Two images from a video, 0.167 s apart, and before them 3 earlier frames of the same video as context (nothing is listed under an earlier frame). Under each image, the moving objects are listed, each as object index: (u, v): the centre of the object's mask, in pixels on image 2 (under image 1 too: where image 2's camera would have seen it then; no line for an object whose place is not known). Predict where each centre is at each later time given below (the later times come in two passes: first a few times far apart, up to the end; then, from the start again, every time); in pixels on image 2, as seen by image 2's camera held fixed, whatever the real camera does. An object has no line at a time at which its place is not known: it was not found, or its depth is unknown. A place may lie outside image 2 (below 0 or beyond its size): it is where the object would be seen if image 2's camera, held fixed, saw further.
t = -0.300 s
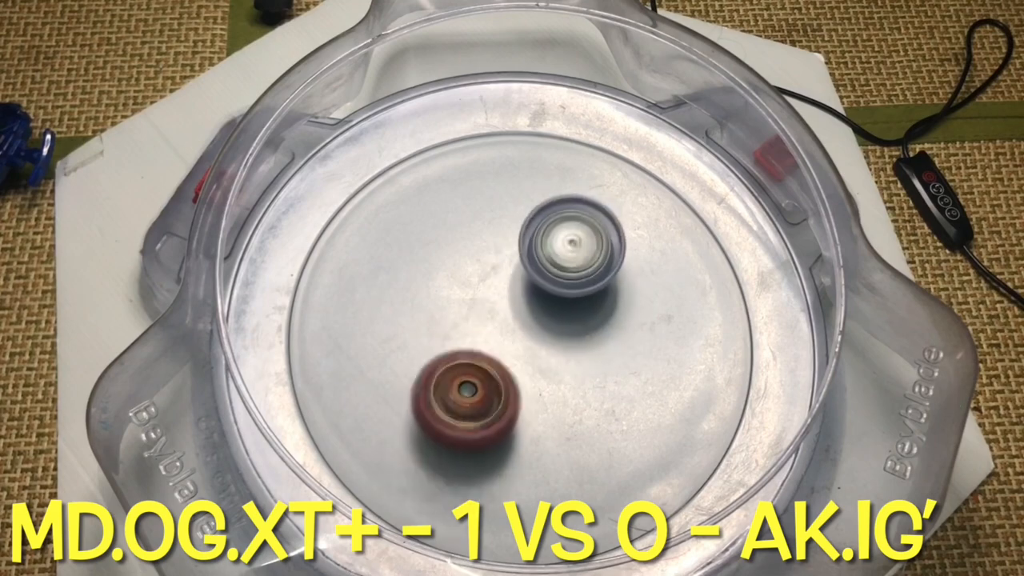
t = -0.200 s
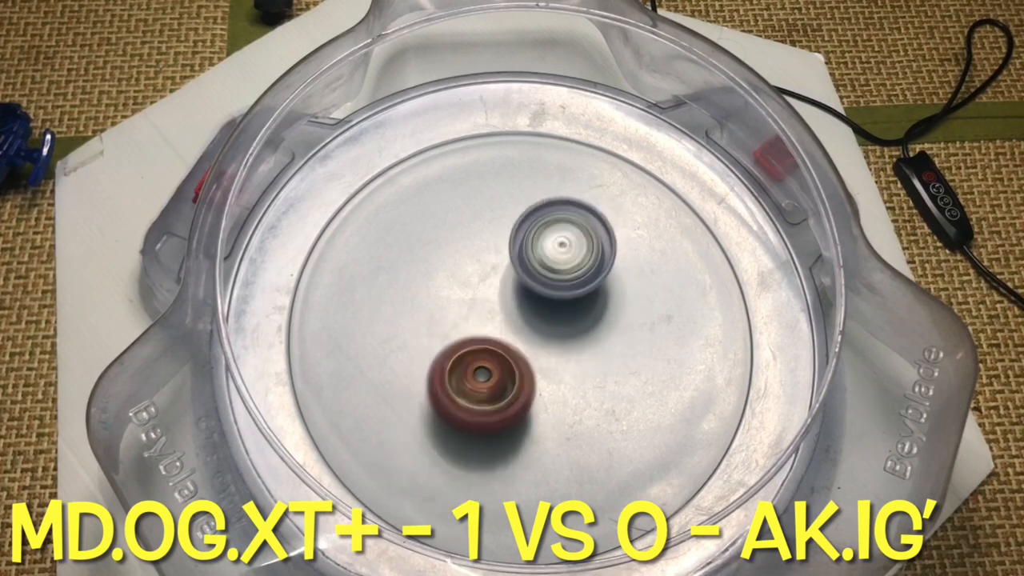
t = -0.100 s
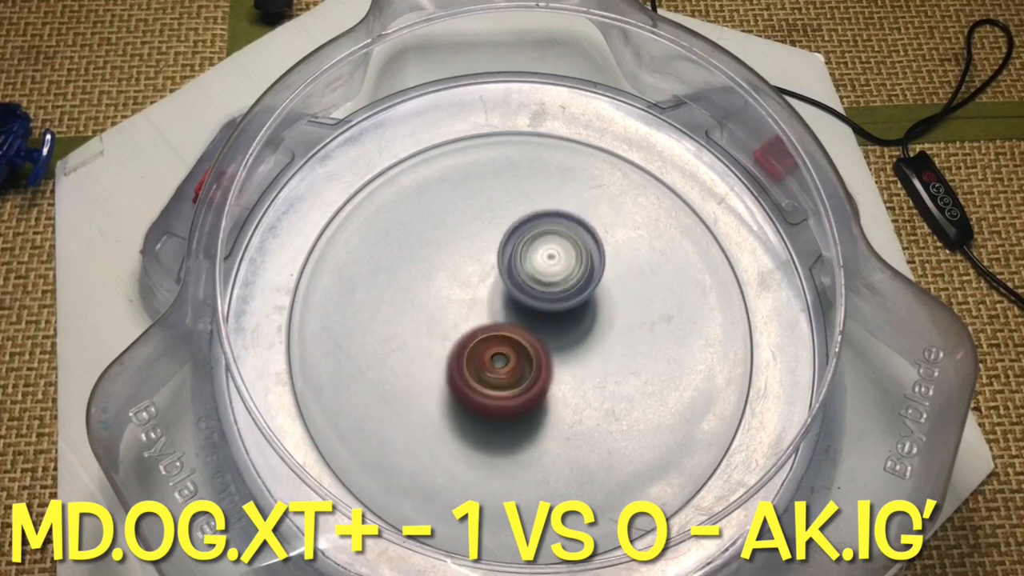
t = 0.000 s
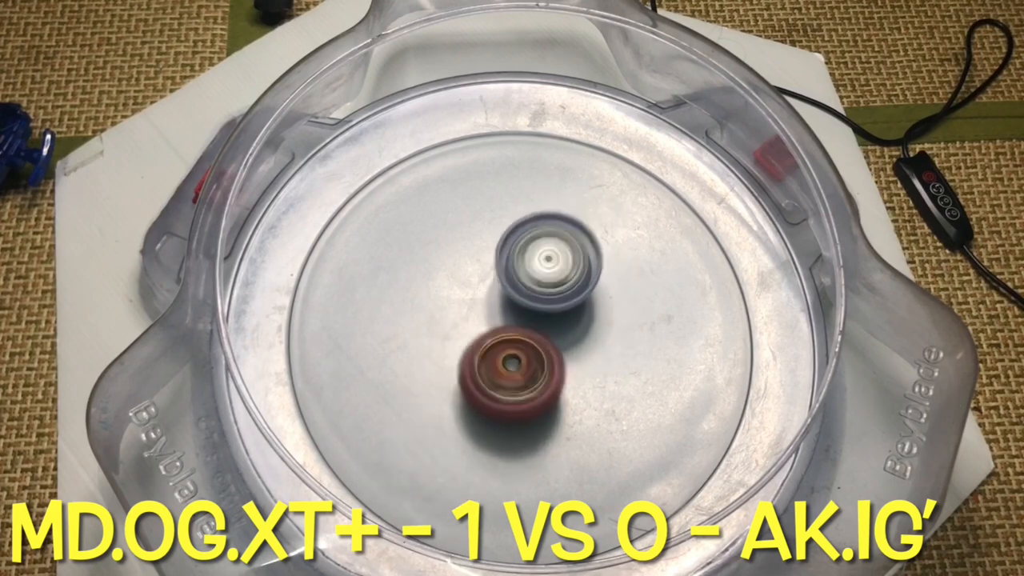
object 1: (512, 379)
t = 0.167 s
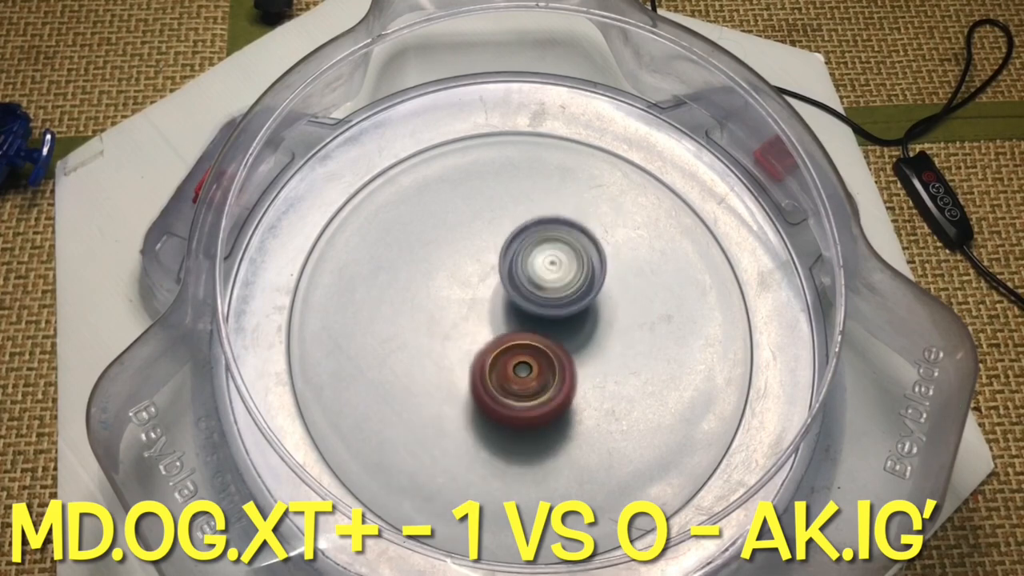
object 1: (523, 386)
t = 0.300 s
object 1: (527, 416)
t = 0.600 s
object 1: (519, 406)
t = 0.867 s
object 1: (530, 379)
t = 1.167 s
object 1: (556, 370)
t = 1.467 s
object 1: (564, 358)
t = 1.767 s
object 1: (575, 359)
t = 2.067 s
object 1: (577, 361)
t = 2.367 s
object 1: (573, 361)
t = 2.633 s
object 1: (576, 365)
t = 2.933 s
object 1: (570, 365)
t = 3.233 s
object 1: (561, 371)
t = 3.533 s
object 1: (563, 380)
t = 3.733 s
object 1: (553, 378)
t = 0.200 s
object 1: (526, 383)
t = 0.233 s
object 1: (526, 381)
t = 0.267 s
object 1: (527, 406)
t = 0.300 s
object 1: (527, 416)
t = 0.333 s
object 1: (528, 428)
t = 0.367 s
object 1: (528, 434)
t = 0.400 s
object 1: (527, 436)
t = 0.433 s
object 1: (527, 432)
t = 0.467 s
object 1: (526, 427)
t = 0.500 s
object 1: (523, 421)
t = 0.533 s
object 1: (522, 415)
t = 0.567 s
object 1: (521, 408)
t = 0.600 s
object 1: (519, 406)
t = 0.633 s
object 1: (518, 399)
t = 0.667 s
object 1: (517, 393)
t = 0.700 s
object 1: (517, 386)
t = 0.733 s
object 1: (517, 377)
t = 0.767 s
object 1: (521, 377)
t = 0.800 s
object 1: (526, 383)
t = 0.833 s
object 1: (528, 378)
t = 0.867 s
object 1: (530, 379)
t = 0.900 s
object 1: (531, 372)
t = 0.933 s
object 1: (533, 369)
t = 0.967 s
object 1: (537, 370)
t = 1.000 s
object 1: (546, 375)
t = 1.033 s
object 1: (552, 376)
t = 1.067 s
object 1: (555, 377)
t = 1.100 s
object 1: (556, 375)
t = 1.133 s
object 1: (557, 373)
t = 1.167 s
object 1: (556, 370)
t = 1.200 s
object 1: (555, 366)
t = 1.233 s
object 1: (553, 362)
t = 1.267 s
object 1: (551, 359)
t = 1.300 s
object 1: (552, 358)
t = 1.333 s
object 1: (553, 357)
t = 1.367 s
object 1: (554, 357)
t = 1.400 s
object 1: (556, 356)
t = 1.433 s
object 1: (558, 357)
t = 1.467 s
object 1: (564, 358)
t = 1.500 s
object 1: (568, 360)
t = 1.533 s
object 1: (571, 360)
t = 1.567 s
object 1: (572, 360)
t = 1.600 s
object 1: (571, 359)
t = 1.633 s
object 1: (568, 357)
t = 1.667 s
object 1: (567, 356)
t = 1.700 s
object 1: (572, 358)
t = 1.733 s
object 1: (575, 359)
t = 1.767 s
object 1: (575, 359)
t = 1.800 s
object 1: (574, 360)
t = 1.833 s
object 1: (573, 360)
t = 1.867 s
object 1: (572, 360)
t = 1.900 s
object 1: (570, 360)
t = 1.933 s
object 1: (572, 361)
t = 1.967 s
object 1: (577, 361)
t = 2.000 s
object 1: (579, 362)
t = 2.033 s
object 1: (579, 361)
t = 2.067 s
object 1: (577, 361)
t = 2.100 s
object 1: (576, 360)
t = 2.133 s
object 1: (576, 360)
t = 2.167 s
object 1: (580, 362)
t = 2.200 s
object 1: (582, 363)
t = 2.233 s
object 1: (581, 363)
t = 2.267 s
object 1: (579, 362)
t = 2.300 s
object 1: (577, 362)
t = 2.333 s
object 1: (575, 361)
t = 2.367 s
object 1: (573, 361)
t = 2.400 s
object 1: (573, 361)
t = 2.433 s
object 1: (572, 361)
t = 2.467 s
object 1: (569, 360)
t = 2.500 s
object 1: (571, 361)
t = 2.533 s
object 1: (576, 364)
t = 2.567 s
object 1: (578, 365)
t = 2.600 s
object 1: (577, 365)
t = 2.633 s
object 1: (576, 365)
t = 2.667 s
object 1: (575, 365)
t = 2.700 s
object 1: (573, 364)
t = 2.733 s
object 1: (571, 363)
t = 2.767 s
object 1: (569, 362)
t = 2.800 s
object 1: (566, 361)
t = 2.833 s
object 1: (564, 360)
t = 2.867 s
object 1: (562, 359)
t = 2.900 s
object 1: (562, 360)
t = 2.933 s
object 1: (570, 365)
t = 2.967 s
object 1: (574, 368)
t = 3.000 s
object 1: (574, 369)
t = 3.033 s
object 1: (573, 369)
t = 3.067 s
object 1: (570, 369)
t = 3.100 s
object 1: (567, 368)
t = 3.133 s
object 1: (565, 368)
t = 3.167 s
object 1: (561, 367)
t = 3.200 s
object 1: (560, 367)
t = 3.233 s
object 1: (561, 371)
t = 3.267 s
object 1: (563, 374)
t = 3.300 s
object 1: (562, 375)
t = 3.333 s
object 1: (561, 375)
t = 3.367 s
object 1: (559, 374)
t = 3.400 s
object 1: (558, 375)
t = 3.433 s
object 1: (562, 378)
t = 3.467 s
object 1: (563, 380)
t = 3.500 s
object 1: (564, 381)
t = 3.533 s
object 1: (563, 380)
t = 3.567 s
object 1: (560, 379)
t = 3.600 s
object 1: (558, 377)
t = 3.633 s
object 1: (554, 375)
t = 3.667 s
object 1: (551, 372)
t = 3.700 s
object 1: (549, 370)
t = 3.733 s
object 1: (553, 378)
